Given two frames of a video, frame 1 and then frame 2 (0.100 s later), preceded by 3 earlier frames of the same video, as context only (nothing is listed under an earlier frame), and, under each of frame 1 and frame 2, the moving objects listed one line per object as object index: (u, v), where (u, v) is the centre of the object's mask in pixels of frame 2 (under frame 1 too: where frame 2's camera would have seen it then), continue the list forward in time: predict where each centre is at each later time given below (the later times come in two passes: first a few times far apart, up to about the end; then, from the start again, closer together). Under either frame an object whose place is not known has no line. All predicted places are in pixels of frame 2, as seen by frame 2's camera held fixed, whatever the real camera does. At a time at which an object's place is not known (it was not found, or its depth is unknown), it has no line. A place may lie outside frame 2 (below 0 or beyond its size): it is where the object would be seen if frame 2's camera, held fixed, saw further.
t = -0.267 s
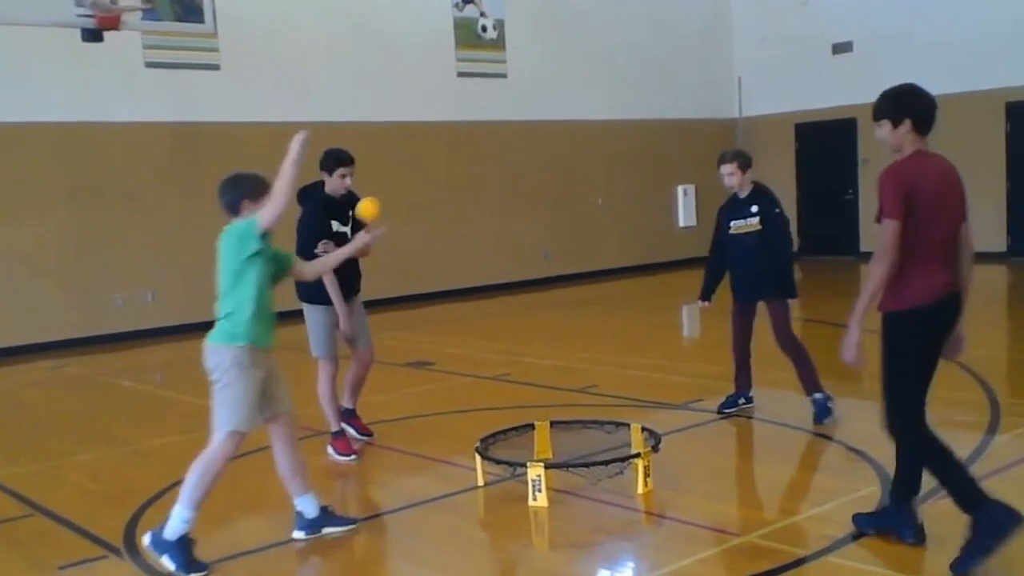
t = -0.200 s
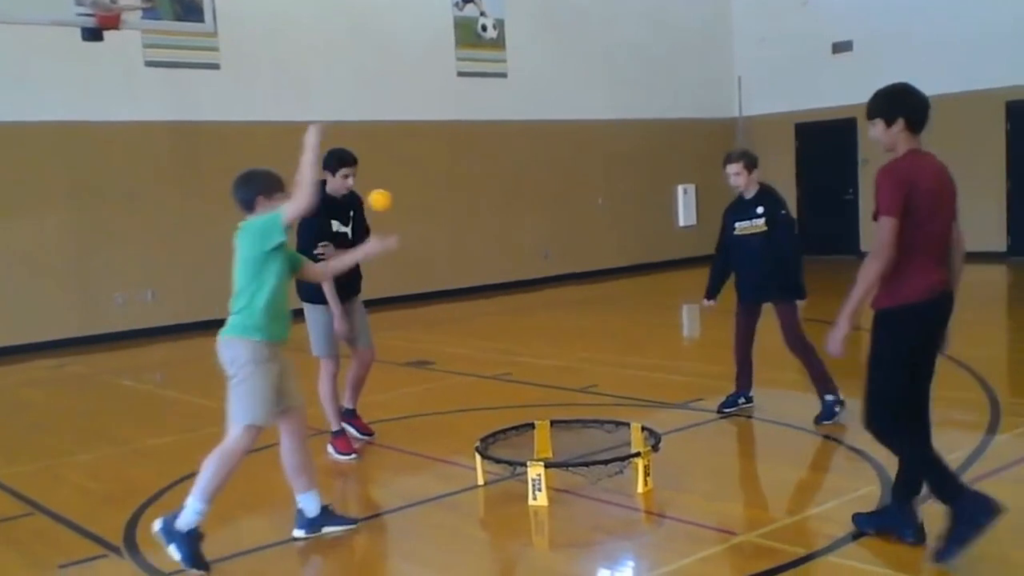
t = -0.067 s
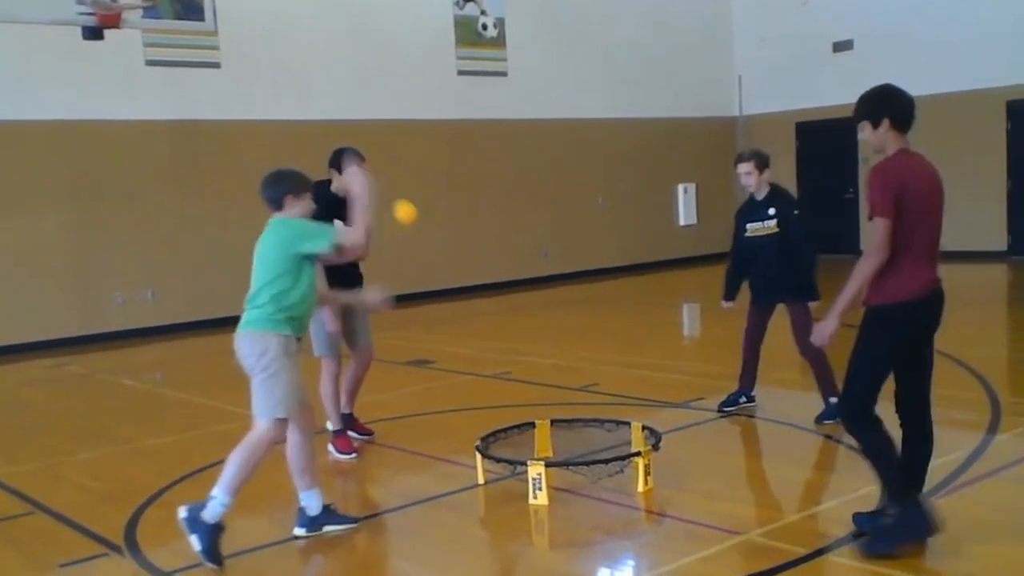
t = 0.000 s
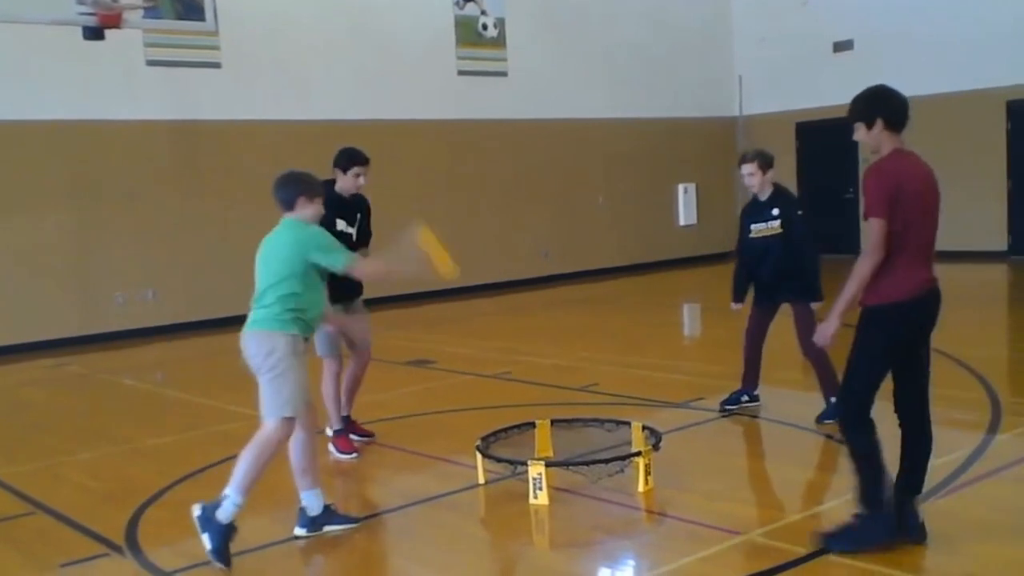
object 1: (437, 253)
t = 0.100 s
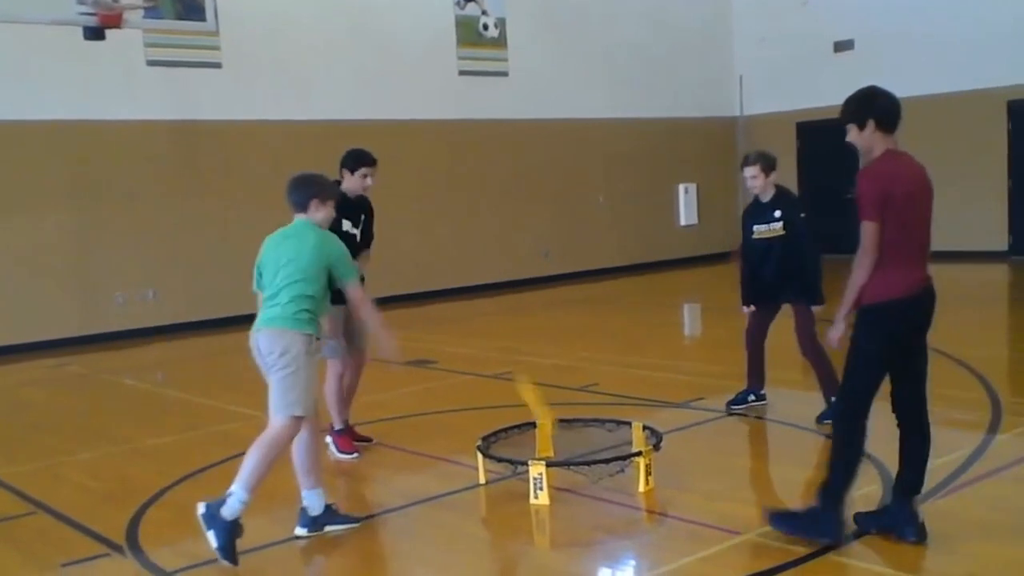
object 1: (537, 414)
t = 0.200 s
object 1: (576, 398)
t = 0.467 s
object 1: (609, 203)
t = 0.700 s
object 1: (644, 147)
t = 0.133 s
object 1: (563, 445)
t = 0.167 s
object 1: (571, 431)
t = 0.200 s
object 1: (576, 398)
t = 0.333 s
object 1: (591, 283)
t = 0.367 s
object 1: (596, 261)
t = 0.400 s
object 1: (600, 238)
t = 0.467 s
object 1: (609, 203)
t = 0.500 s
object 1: (613, 188)
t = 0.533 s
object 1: (619, 176)
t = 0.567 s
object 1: (624, 166)
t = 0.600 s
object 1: (628, 158)
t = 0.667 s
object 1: (638, 149)
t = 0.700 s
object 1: (644, 147)
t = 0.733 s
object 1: (649, 147)
